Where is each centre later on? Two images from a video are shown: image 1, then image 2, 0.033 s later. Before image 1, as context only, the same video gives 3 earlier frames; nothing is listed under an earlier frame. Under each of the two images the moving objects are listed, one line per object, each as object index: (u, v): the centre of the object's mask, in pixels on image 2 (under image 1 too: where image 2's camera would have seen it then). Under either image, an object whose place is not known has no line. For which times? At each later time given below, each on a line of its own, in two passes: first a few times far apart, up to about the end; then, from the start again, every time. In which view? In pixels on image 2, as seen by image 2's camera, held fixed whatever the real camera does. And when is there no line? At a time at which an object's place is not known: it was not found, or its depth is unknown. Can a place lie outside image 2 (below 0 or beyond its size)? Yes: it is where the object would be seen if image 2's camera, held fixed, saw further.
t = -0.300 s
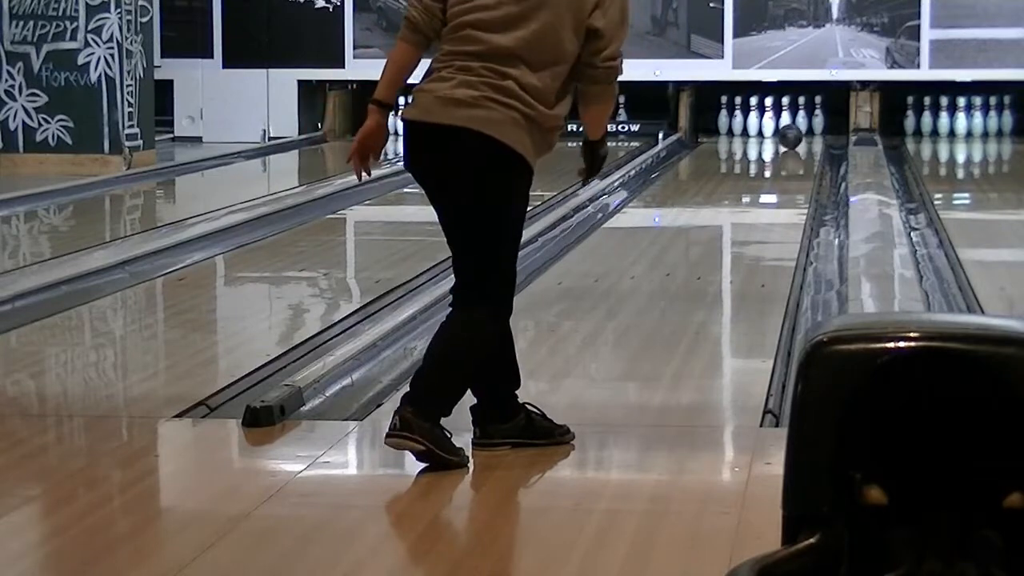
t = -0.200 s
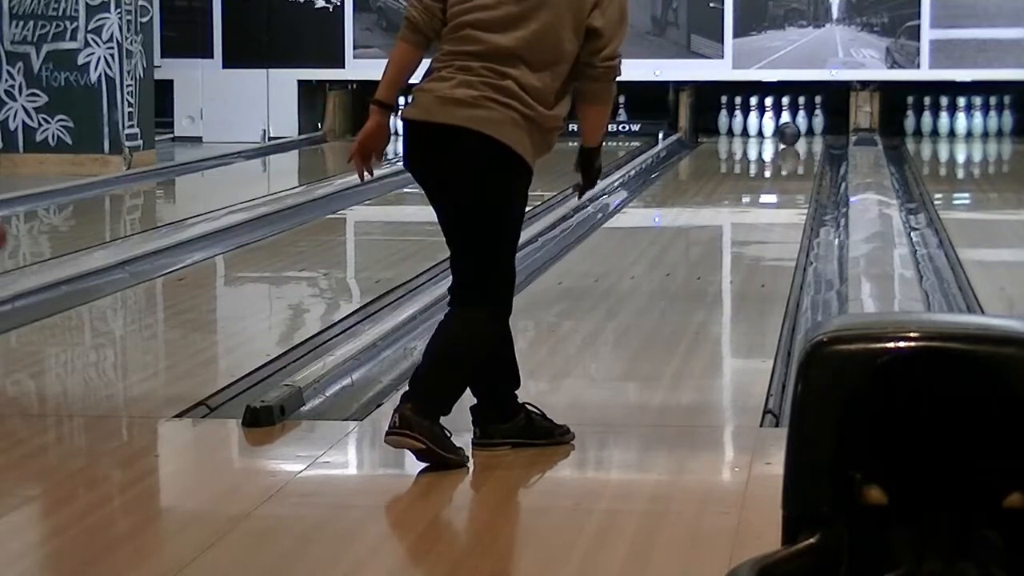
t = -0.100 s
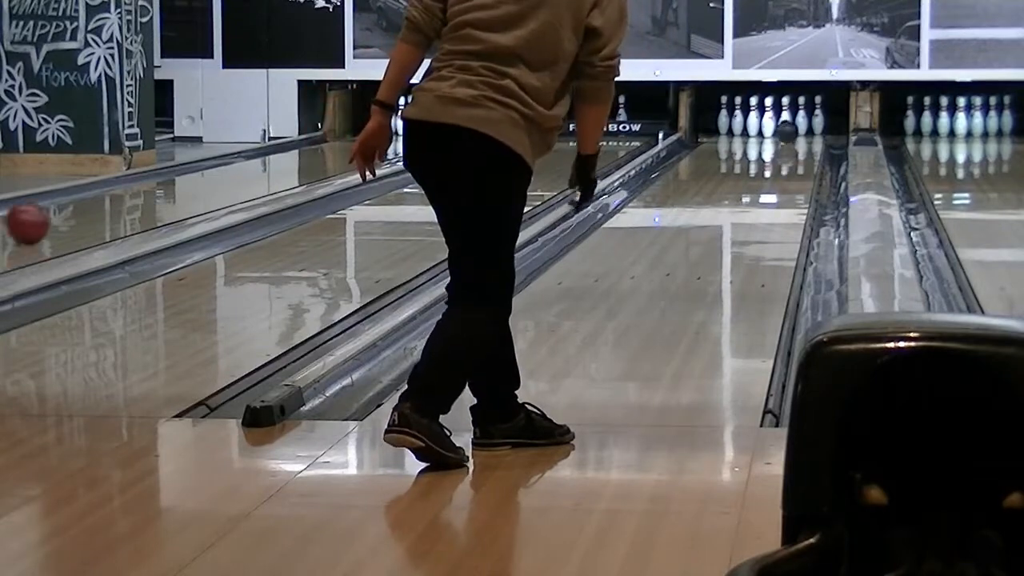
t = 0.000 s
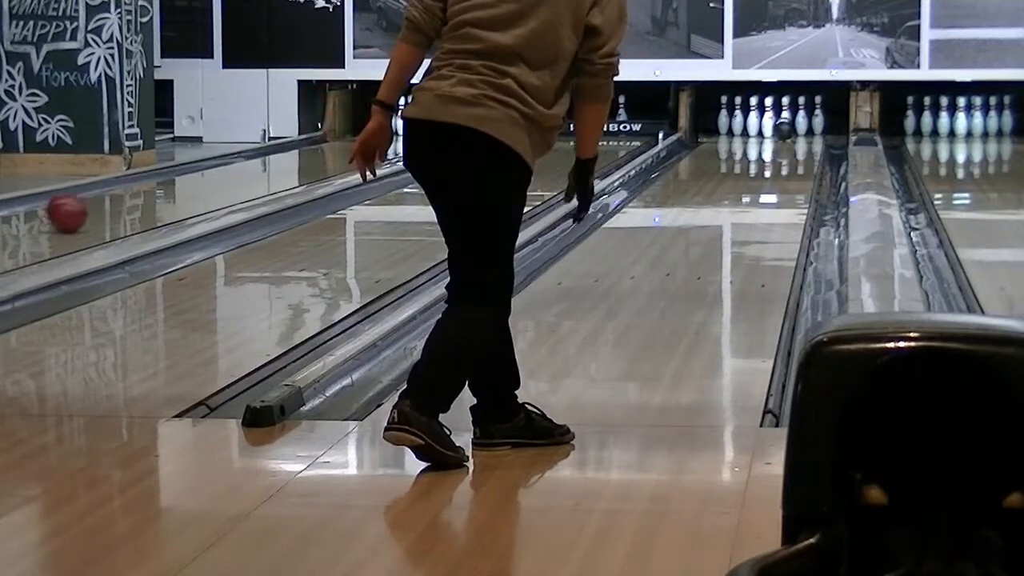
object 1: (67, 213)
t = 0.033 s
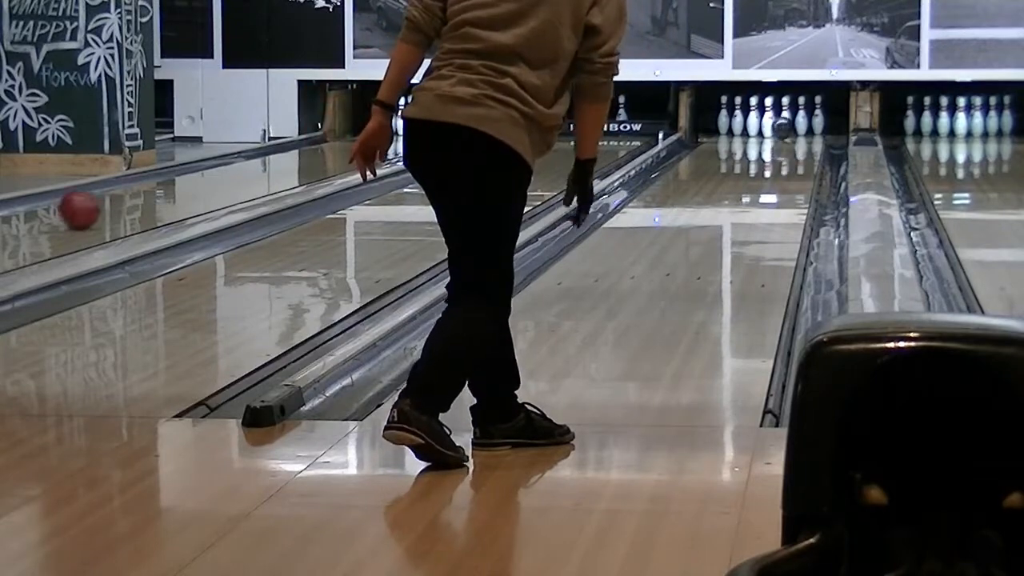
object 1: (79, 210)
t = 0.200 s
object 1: (134, 196)
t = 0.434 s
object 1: (198, 179)
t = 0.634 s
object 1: (242, 168)
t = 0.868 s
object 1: (285, 157)
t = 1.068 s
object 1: (316, 149)
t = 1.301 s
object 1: (346, 140)
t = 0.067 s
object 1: (91, 207)
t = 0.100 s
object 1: (102, 204)
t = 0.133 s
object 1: (113, 200)
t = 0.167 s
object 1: (124, 198)
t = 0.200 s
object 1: (134, 196)
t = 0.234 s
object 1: (144, 193)
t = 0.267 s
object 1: (154, 190)
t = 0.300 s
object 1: (163, 188)
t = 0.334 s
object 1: (172, 186)
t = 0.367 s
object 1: (181, 184)
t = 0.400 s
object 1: (189, 181)
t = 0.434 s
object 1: (198, 179)
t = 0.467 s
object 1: (206, 177)
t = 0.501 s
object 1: (213, 175)
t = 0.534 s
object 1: (221, 173)
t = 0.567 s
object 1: (228, 171)
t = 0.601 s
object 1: (235, 169)
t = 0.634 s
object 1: (242, 168)
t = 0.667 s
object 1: (249, 166)
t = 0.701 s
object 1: (255, 165)
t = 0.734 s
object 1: (262, 164)
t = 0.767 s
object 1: (268, 162)
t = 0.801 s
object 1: (274, 160)
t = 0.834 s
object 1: (280, 159)
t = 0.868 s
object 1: (285, 157)
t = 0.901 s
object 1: (291, 156)
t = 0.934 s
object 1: (295, 154)
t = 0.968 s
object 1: (301, 153)
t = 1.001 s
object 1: (306, 152)
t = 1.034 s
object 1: (310, 151)
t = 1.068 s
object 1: (316, 149)
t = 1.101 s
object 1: (320, 148)
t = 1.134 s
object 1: (326, 146)
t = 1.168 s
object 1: (330, 145)
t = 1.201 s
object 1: (333, 144)
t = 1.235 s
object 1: (338, 142)
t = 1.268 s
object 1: (342, 142)
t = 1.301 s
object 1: (346, 140)
